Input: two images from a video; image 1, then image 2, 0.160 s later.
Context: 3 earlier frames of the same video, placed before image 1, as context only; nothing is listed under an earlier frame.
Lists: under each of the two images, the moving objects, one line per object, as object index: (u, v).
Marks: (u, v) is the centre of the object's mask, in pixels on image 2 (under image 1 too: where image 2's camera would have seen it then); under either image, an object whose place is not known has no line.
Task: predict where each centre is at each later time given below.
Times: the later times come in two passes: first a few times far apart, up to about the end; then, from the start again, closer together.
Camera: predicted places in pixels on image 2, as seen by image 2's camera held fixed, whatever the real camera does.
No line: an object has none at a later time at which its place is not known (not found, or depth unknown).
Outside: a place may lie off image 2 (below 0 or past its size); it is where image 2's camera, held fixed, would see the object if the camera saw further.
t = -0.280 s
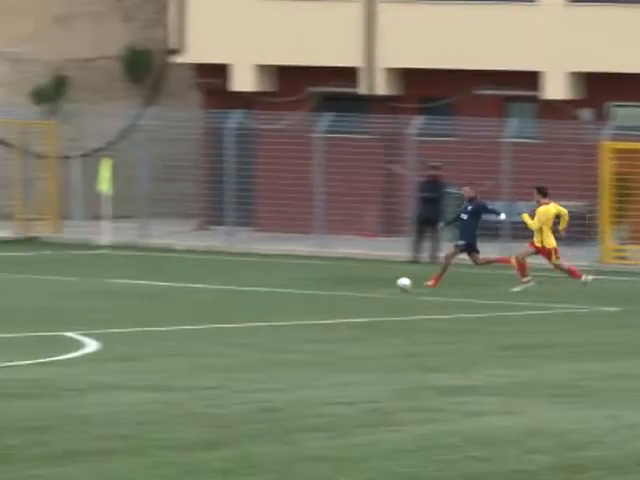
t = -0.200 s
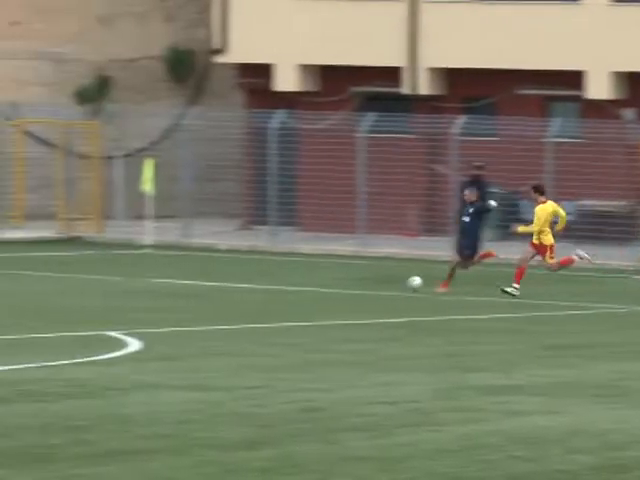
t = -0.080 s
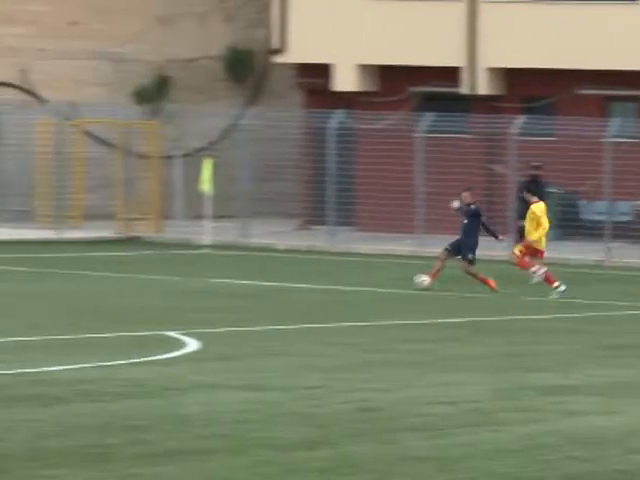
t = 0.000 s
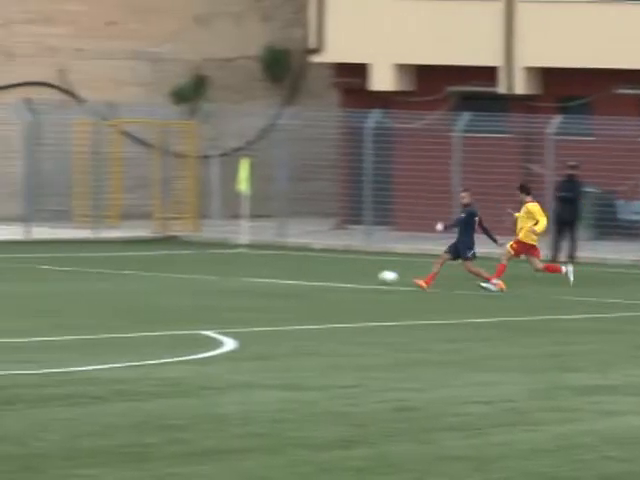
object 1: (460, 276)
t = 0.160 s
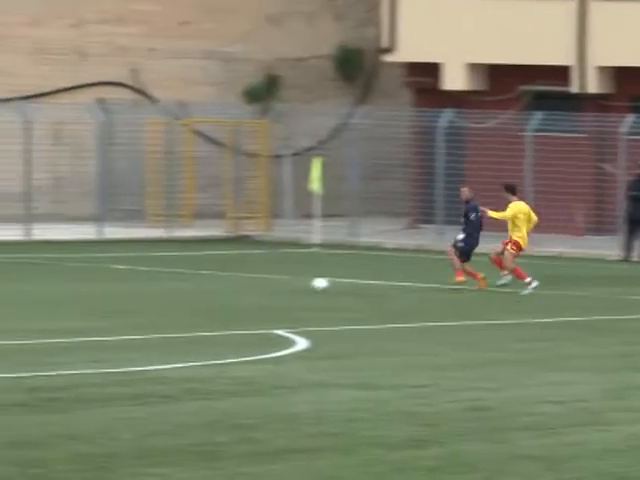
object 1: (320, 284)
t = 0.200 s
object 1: (287, 288)
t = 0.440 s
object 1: (104, 291)
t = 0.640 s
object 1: (-31, 290)
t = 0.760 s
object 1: (-113, 300)
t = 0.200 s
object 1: (287, 288)
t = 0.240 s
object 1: (256, 284)
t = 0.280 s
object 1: (225, 282)
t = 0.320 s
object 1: (195, 282)
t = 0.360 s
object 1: (164, 283)
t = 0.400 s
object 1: (133, 286)
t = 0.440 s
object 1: (104, 291)
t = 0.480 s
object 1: (75, 295)
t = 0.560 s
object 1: (22, 289)
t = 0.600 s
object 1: (-5, 289)
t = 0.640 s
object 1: (-31, 290)
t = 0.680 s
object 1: (-59, 294)
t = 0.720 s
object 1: (-86, 298)
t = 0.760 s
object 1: (-113, 300)
